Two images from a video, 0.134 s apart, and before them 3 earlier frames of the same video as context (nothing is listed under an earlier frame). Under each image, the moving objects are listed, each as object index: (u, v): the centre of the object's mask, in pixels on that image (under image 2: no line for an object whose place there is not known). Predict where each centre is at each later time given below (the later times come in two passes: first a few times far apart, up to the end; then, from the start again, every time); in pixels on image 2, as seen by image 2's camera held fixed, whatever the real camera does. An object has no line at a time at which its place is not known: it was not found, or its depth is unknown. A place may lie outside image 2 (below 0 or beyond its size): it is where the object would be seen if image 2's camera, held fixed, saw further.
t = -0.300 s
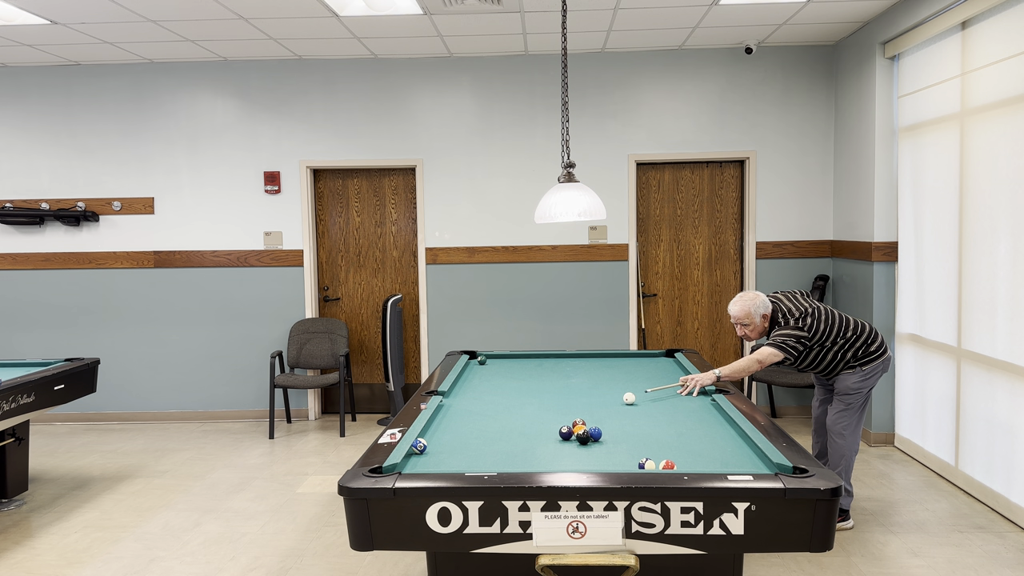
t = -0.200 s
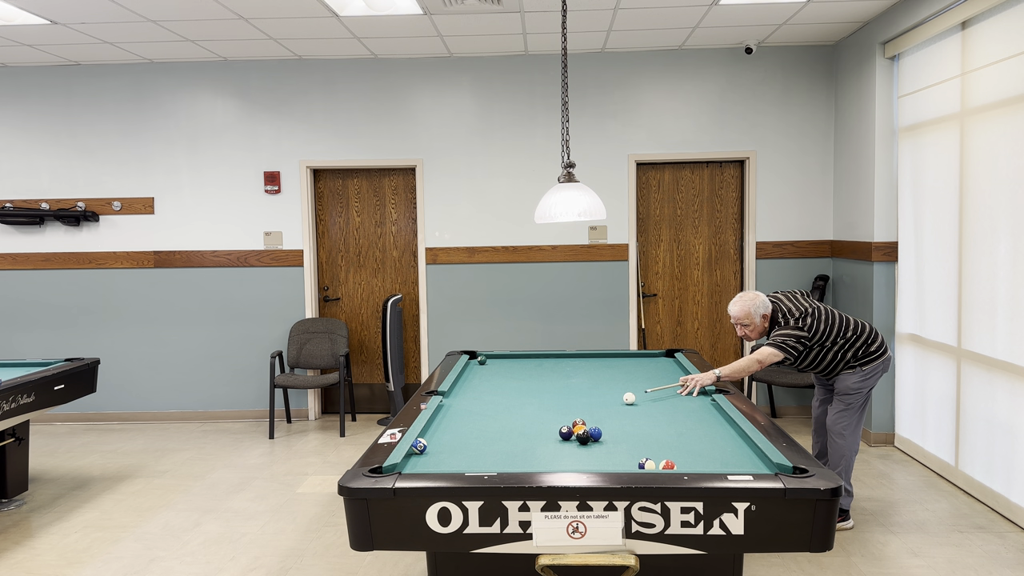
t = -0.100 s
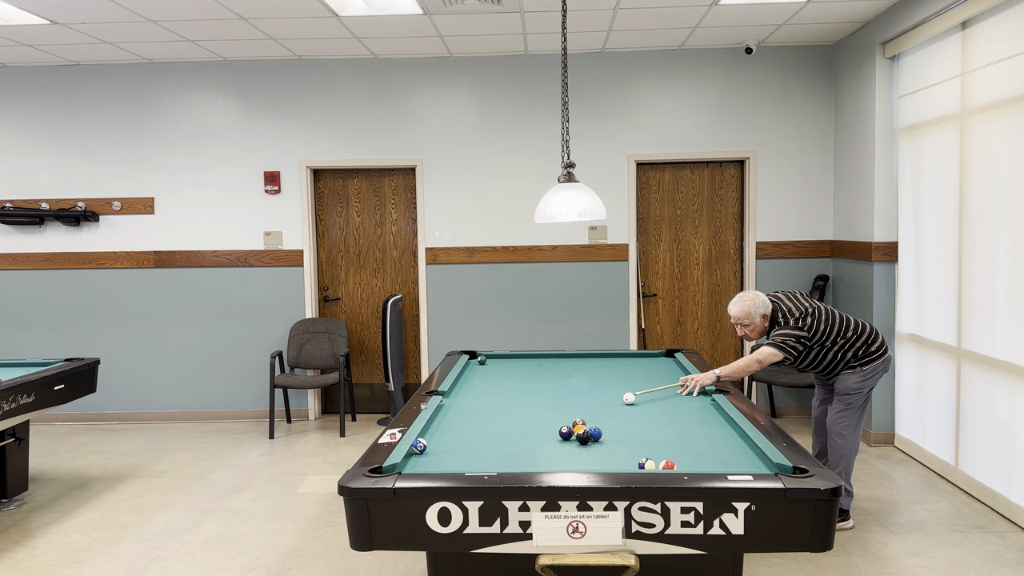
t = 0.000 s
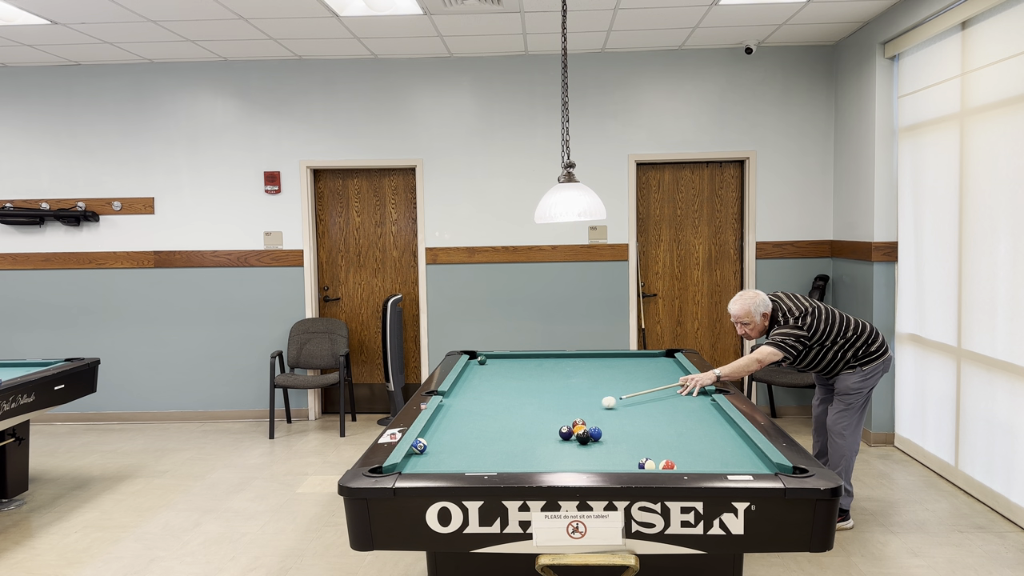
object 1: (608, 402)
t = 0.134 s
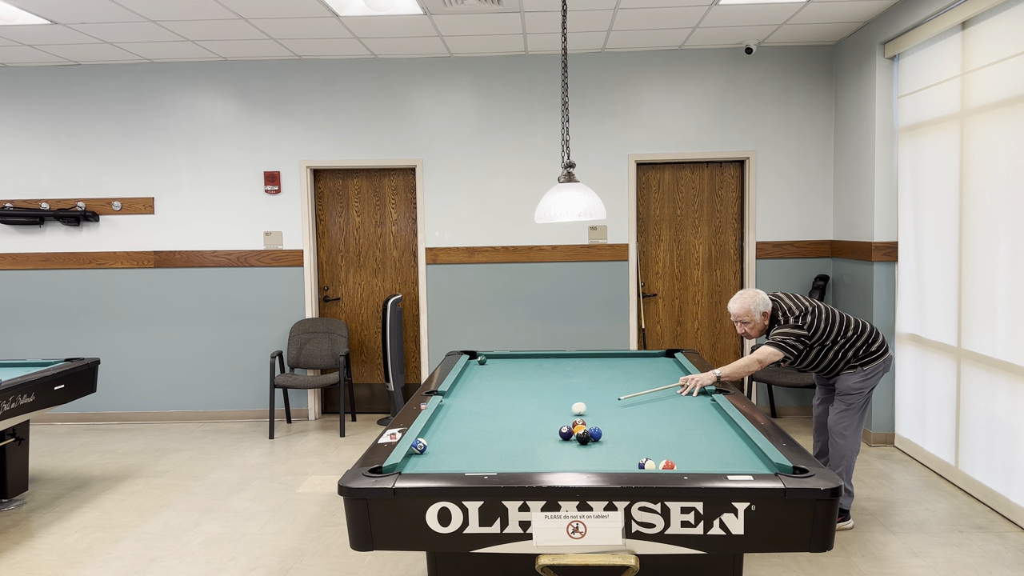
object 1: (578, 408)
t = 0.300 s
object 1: (539, 416)
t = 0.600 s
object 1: (460, 433)
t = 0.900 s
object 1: (444, 442)
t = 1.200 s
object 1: (481, 445)
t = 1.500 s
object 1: (518, 447)
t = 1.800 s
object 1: (554, 450)
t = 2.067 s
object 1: (585, 453)
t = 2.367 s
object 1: (619, 455)
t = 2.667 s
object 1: (652, 456)
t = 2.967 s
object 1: (682, 460)
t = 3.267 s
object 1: (712, 462)
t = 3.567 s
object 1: (739, 464)
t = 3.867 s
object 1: (765, 466)
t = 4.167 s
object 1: (785, 469)
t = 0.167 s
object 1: (571, 410)
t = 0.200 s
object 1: (563, 412)
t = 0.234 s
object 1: (555, 413)
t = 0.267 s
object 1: (547, 415)
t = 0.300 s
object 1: (539, 416)
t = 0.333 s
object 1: (530, 418)
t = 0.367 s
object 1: (522, 420)
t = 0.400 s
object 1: (513, 422)
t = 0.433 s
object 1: (505, 424)
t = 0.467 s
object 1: (496, 425)
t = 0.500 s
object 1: (487, 427)
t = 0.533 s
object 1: (478, 429)
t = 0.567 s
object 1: (469, 431)
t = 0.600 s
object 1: (460, 433)
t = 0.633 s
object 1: (450, 435)
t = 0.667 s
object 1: (441, 437)
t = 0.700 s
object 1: (432, 439)
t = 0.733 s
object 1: (424, 439)
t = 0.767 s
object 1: (426, 440)
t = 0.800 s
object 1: (431, 442)
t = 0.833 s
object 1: (435, 442)
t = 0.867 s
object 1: (439, 442)
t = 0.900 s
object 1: (444, 442)
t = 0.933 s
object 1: (448, 443)
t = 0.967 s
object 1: (452, 443)
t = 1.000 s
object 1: (456, 443)
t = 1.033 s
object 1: (460, 444)
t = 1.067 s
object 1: (465, 444)
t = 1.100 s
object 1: (469, 444)
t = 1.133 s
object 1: (473, 444)
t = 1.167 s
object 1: (477, 445)
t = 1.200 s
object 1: (481, 445)
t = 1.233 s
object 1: (485, 445)
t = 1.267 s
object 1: (489, 446)
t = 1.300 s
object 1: (494, 446)
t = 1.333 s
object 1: (498, 446)
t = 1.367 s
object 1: (502, 446)
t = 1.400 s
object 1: (506, 447)
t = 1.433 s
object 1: (510, 447)
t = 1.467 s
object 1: (514, 447)
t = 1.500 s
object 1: (518, 447)
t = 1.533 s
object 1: (522, 448)
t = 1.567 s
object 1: (526, 448)
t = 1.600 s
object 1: (530, 448)
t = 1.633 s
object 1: (534, 449)
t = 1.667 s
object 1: (538, 449)
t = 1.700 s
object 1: (542, 449)
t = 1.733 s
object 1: (546, 450)
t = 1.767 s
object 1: (550, 450)
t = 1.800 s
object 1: (554, 450)
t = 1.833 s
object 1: (558, 451)
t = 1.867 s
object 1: (562, 451)
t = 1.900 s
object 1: (566, 451)
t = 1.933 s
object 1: (569, 451)
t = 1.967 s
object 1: (573, 452)
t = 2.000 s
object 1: (577, 452)
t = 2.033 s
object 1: (581, 452)
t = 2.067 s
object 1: (585, 453)
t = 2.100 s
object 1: (589, 453)
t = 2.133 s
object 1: (592, 453)
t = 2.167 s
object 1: (596, 454)
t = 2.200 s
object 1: (600, 454)
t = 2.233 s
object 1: (604, 454)
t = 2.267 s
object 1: (608, 454)
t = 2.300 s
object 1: (611, 454)
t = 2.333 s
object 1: (615, 455)
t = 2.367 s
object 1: (619, 455)
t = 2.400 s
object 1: (622, 455)
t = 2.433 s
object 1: (626, 456)
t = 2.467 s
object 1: (630, 456)
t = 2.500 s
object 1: (633, 456)
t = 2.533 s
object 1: (636, 456)
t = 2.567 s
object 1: (639, 455)
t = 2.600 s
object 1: (643, 455)
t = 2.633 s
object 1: (648, 454)
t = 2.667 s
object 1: (652, 456)
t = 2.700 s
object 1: (656, 456)
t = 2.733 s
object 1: (658, 457)
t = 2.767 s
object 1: (661, 457)
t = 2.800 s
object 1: (665, 456)
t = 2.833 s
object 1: (669, 456)
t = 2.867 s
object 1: (673, 457)
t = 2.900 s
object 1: (676, 458)
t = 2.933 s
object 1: (679, 459)
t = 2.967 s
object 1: (682, 460)
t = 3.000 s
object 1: (686, 460)
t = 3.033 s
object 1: (689, 460)
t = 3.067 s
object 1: (692, 461)
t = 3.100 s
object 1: (696, 461)
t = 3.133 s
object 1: (699, 461)
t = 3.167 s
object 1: (702, 461)
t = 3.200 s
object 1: (705, 462)
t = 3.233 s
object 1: (709, 462)
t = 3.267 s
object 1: (712, 462)
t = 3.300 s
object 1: (715, 462)
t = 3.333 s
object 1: (718, 462)
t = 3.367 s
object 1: (721, 463)
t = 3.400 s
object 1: (724, 463)
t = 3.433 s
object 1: (727, 463)
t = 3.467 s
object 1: (730, 463)
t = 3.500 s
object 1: (733, 463)
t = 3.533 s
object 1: (736, 464)
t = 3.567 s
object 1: (739, 464)
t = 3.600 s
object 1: (742, 464)
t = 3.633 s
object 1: (745, 464)
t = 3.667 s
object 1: (748, 464)
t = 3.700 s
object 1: (751, 464)
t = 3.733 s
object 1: (754, 465)
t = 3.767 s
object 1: (757, 465)
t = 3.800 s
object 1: (760, 465)
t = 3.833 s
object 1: (763, 466)
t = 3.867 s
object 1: (765, 466)
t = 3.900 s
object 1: (768, 466)
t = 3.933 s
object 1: (771, 466)
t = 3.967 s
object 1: (773, 467)
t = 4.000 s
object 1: (776, 467)
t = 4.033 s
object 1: (778, 467)
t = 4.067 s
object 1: (781, 467)
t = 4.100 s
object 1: (782, 468)
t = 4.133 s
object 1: (783, 468)
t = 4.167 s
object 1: (785, 469)
